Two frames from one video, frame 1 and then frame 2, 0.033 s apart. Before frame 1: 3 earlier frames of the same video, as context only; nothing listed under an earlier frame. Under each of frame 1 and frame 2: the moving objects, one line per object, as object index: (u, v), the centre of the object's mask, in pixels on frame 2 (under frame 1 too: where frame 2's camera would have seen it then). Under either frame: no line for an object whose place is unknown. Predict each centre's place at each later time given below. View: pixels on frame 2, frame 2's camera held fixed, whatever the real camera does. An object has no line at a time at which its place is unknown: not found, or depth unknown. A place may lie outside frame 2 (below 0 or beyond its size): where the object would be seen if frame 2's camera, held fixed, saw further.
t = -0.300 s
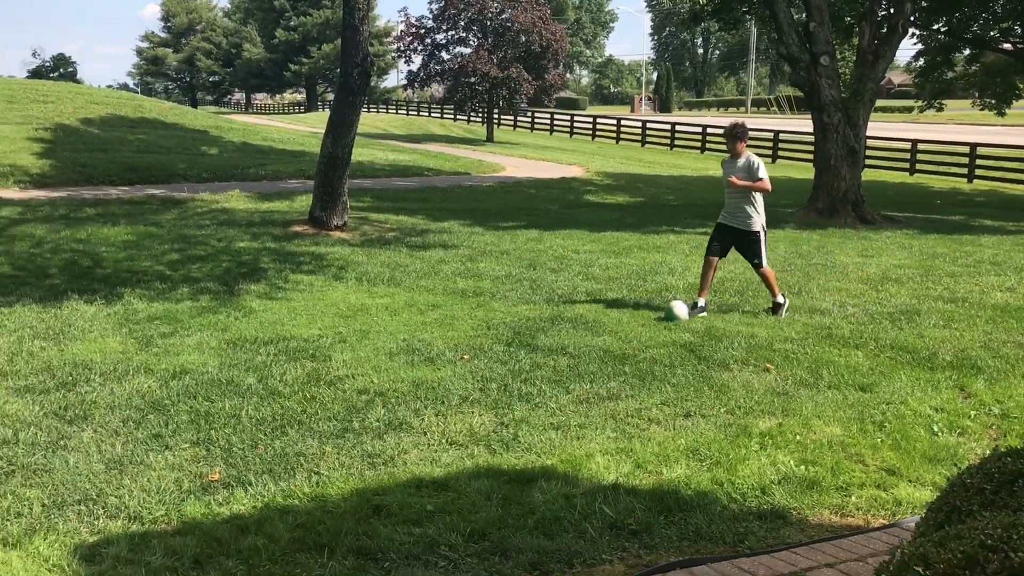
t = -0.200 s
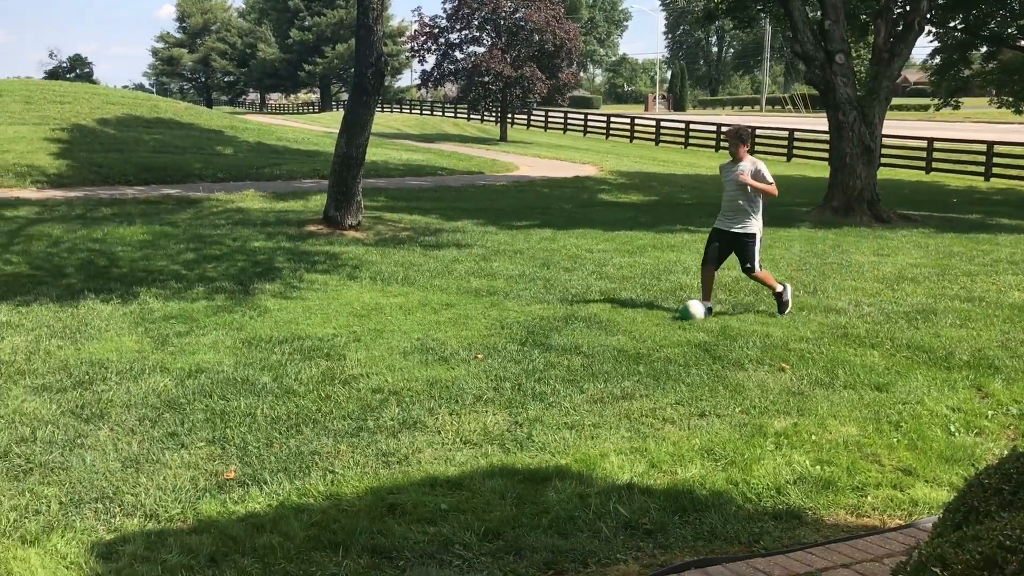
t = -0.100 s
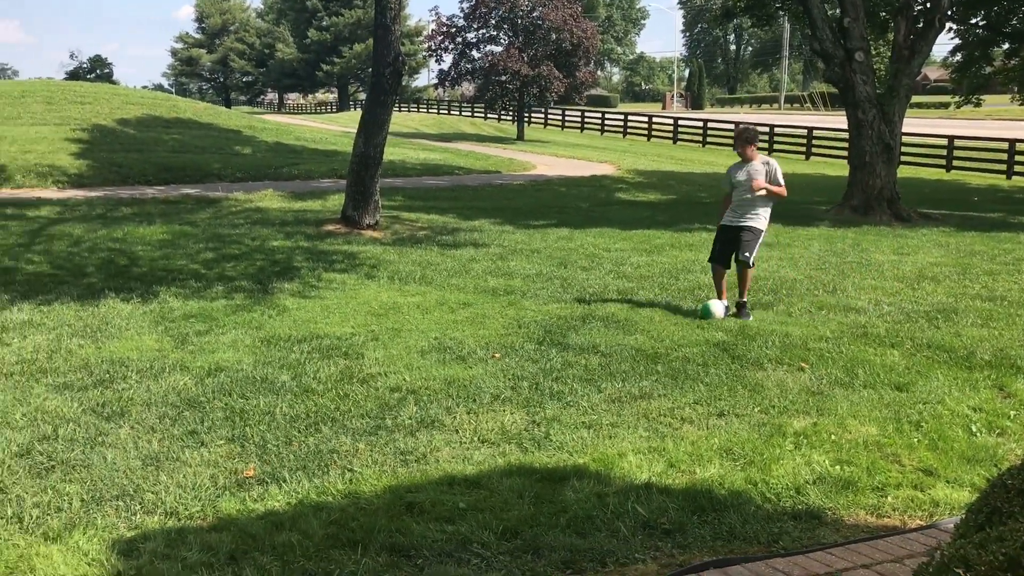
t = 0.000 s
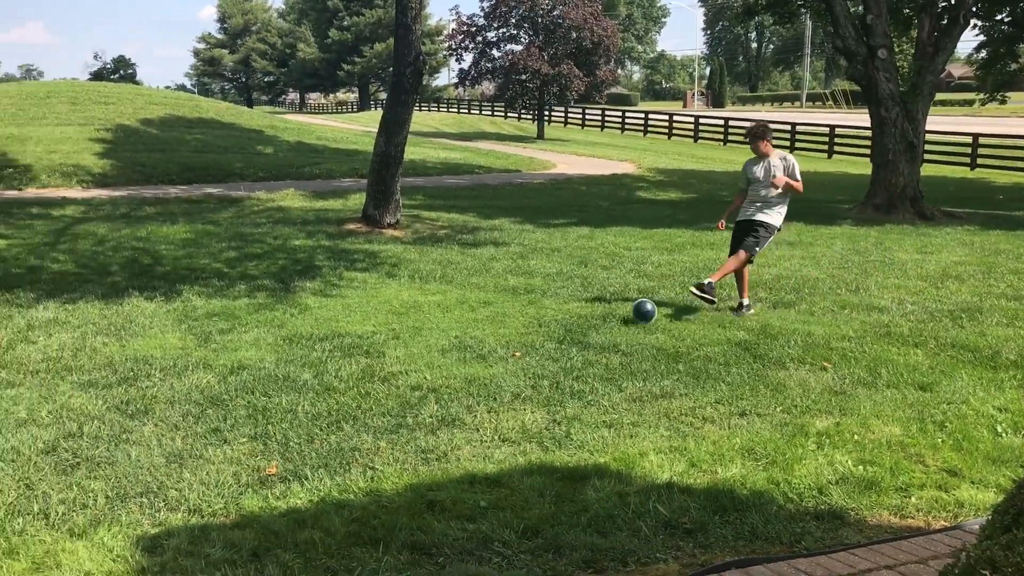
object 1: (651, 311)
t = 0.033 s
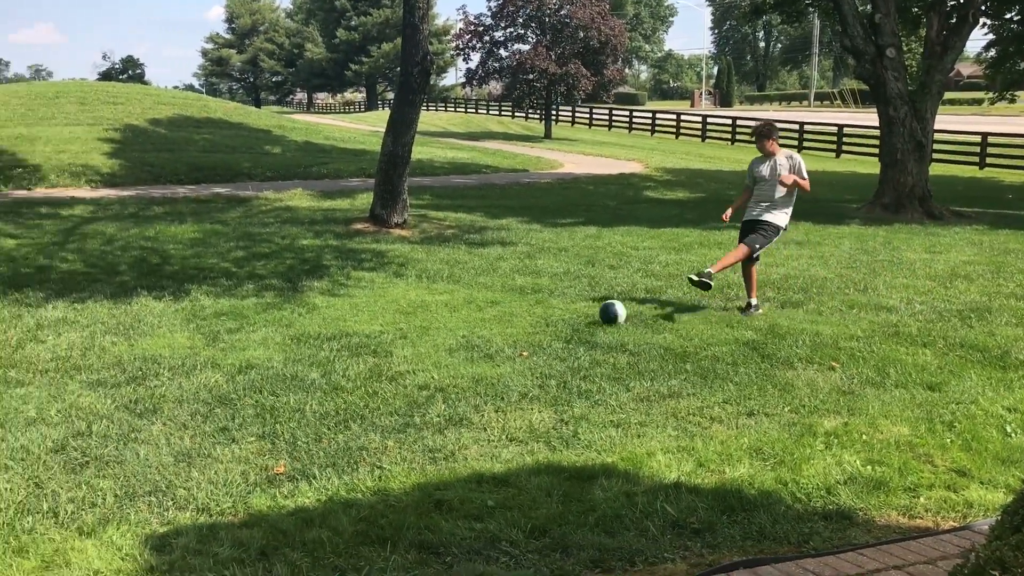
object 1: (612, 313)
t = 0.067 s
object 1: (574, 316)
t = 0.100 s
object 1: (536, 318)
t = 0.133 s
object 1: (499, 321)
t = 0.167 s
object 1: (463, 324)
